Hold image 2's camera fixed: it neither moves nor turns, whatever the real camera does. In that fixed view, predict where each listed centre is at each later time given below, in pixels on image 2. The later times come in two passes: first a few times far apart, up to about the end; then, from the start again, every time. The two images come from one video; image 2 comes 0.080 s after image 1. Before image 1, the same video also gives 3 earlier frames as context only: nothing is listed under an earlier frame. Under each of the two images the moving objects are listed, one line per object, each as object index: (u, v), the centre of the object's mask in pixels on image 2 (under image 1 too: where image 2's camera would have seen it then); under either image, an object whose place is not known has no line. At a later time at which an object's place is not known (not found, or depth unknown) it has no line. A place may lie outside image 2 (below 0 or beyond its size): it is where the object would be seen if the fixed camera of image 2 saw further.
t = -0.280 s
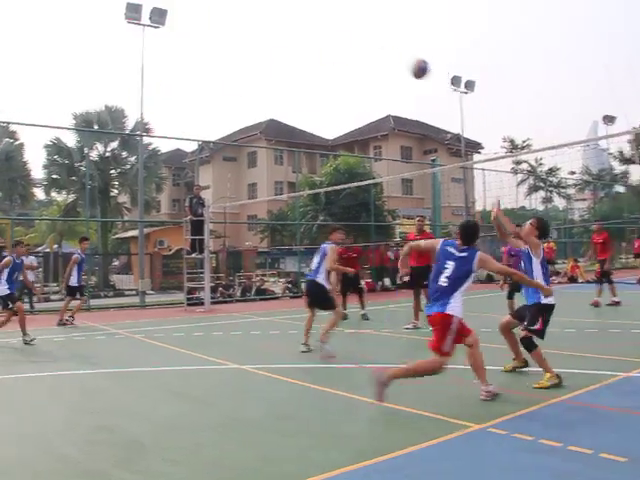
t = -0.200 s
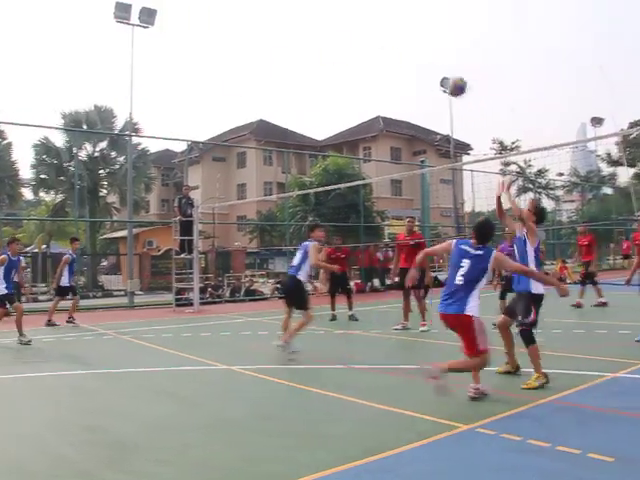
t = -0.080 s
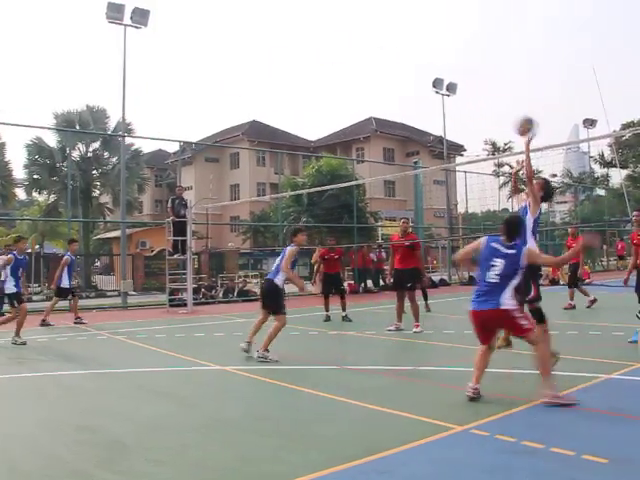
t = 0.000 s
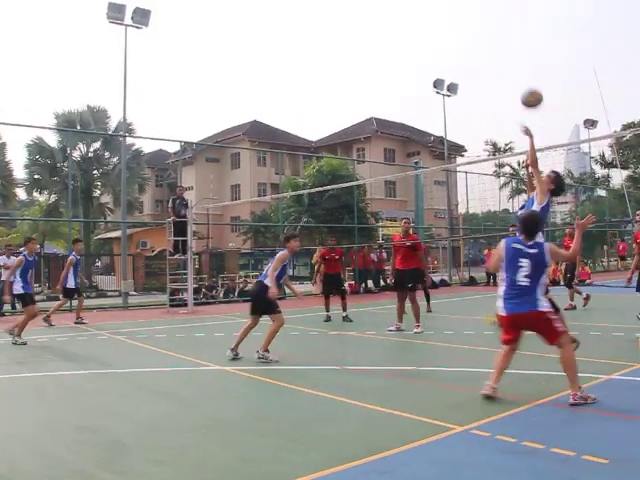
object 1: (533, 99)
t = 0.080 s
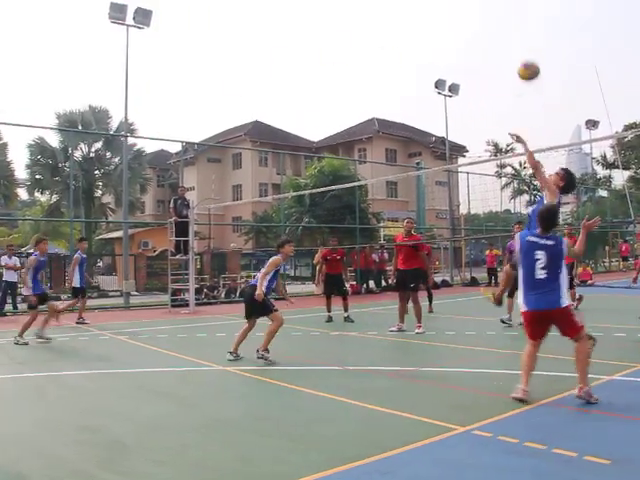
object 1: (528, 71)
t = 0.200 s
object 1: (522, 42)
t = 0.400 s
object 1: (515, 28)
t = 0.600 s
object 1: (511, 51)
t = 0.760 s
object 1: (510, 93)
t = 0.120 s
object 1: (526, 59)
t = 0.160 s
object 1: (524, 50)
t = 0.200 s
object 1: (522, 42)
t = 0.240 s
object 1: (520, 37)
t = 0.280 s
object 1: (519, 32)
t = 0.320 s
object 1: (518, 30)
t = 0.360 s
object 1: (516, 28)
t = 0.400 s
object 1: (515, 28)
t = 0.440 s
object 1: (514, 30)
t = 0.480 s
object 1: (513, 33)
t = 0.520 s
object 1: (512, 38)
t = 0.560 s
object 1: (512, 43)
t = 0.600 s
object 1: (511, 51)
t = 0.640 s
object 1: (511, 59)
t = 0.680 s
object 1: (510, 69)
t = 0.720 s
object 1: (510, 80)
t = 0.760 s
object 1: (510, 93)
